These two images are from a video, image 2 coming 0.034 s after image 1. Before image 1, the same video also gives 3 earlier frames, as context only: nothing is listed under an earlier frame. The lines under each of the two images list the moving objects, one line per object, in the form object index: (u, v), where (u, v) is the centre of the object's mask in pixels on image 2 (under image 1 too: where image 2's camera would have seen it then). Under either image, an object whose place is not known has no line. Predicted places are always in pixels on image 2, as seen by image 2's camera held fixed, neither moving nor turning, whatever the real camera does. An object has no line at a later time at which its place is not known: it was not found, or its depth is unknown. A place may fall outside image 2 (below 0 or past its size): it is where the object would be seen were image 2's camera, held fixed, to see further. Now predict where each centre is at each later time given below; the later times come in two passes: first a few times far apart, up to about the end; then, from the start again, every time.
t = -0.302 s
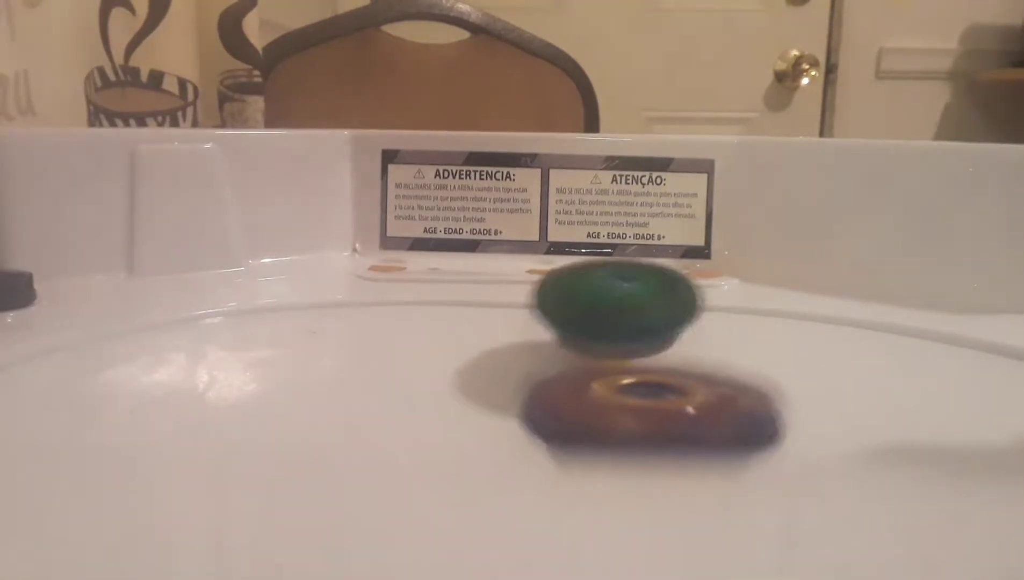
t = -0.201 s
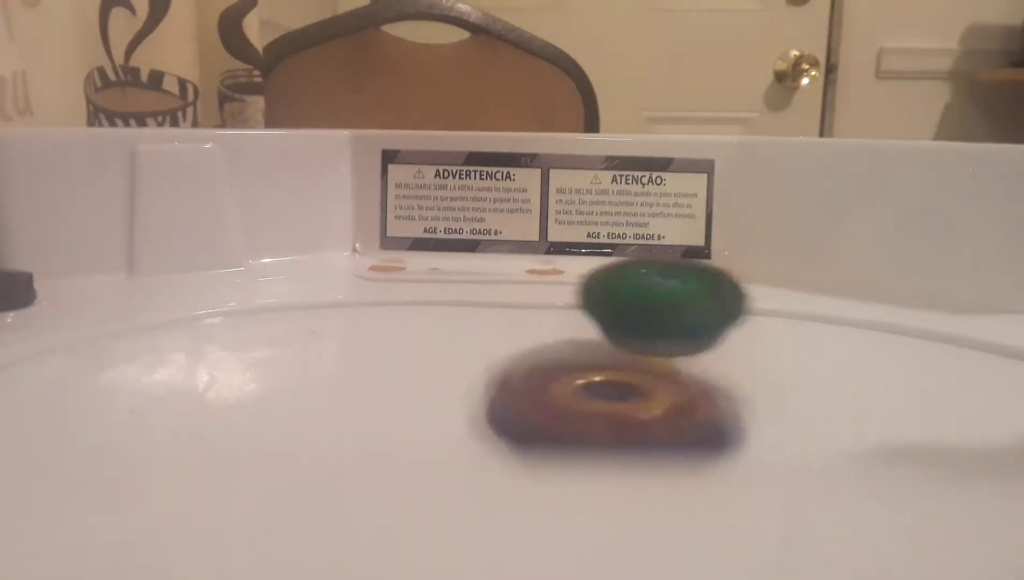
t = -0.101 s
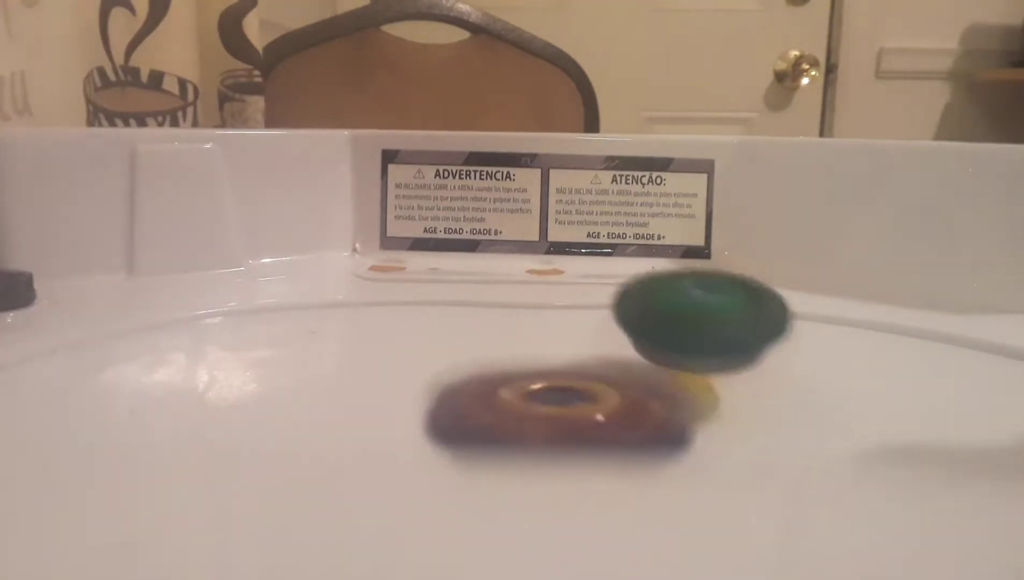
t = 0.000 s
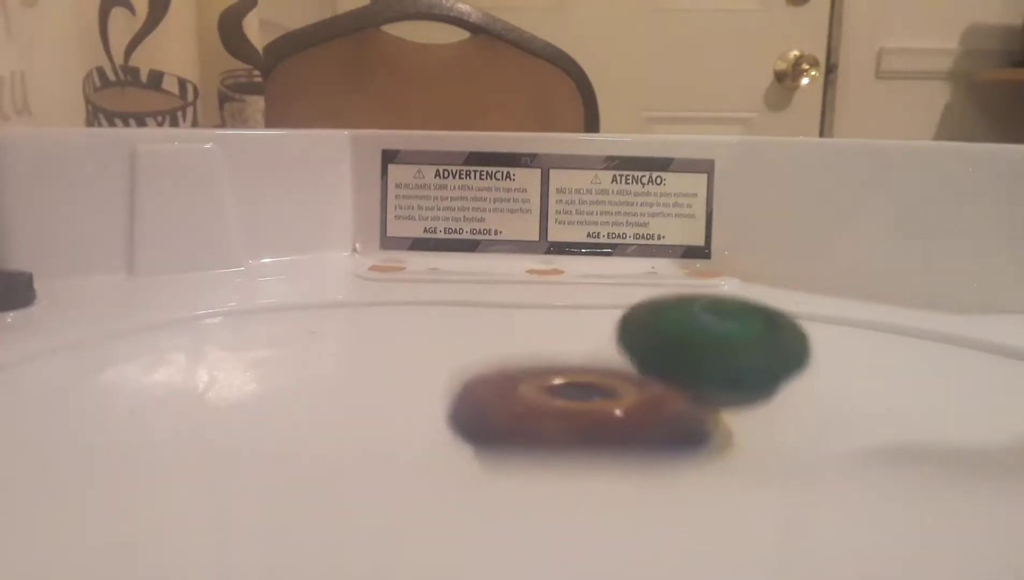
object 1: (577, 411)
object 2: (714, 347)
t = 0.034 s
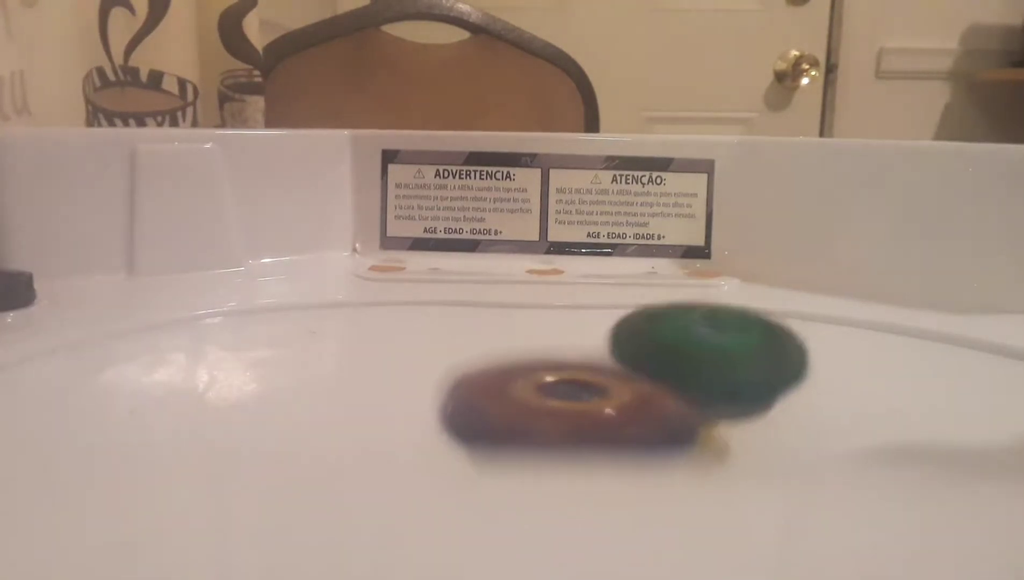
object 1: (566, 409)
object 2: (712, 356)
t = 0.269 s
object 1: (288, 422)
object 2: (731, 392)
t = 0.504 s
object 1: (413, 440)
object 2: (666, 412)
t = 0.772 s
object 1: (460, 420)
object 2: (675, 399)
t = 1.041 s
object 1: (149, 399)
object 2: (735, 391)
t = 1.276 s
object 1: (225, 401)
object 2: (679, 395)
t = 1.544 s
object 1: (403, 373)
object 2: (648, 360)
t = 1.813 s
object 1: (460, 349)
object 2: (760, 357)
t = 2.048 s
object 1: (507, 339)
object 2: (717, 392)
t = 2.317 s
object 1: (483, 336)
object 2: (589, 422)
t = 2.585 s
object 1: (585, 377)
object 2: (354, 416)
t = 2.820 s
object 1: (792, 373)
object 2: (296, 396)
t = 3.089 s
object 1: (807, 353)
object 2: (488, 386)
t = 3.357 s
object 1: (784, 350)
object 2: (401, 384)
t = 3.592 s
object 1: (703, 385)
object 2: (426, 371)
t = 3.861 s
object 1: (732, 424)
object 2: (461, 366)
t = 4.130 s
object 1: (765, 425)
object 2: (510, 393)
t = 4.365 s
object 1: (769, 401)
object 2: (382, 390)
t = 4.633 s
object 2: (371, 371)
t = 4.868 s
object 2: (353, 354)
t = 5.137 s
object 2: (276, 356)
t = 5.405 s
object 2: (89, 304)
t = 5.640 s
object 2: (228, 344)
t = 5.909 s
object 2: (538, 401)
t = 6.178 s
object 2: (390, 375)
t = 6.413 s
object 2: (370, 314)
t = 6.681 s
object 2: (409, 303)
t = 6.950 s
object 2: (236, 263)
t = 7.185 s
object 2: (266, 325)
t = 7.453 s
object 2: (487, 375)
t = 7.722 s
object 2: (593, 310)
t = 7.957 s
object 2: (625, 283)
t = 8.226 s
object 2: (665, 338)
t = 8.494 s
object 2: (813, 405)
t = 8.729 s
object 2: (955, 413)
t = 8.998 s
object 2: (957, 393)
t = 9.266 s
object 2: (778, 397)
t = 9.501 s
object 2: (714, 428)
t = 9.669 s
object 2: (740, 447)
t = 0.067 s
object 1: (545, 407)
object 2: (705, 369)
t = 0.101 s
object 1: (508, 407)
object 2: (698, 379)
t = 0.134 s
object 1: (440, 409)
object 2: (713, 378)
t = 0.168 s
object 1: (387, 410)
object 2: (723, 379)
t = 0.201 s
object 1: (343, 414)
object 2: (728, 383)
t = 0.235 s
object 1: (312, 418)
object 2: (731, 387)
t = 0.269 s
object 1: (288, 422)
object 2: (731, 392)
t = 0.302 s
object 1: (270, 425)
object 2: (729, 396)
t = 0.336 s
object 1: (264, 430)
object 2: (725, 400)
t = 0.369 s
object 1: (278, 434)
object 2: (717, 403)
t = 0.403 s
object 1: (299, 438)
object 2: (707, 404)
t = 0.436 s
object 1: (330, 442)
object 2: (696, 407)
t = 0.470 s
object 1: (370, 441)
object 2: (681, 411)
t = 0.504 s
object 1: (413, 440)
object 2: (666, 412)
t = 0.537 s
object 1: (448, 437)
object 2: (656, 409)
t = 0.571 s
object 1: (484, 436)
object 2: (661, 405)
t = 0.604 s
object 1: (484, 436)
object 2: (672, 404)
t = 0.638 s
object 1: (486, 433)
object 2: (676, 402)
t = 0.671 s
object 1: (482, 430)
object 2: (679, 397)
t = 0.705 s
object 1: (476, 427)
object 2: (679, 398)
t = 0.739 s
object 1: (470, 423)
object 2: (677, 397)
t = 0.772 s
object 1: (460, 420)
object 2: (675, 399)
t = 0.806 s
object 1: (423, 418)
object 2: (689, 396)
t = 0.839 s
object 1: (377, 415)
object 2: (700, 395)
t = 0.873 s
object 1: (332, 413)
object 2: (709, 393)
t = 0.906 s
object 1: (286, 409)
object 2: (716, 391)
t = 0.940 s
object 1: (243, 406)
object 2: (723, 390)
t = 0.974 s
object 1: (204, 404)
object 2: (728, 390)
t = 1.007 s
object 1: (172, 401)
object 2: (732, 390)
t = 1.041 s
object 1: (149, 399)
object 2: (735, 391)
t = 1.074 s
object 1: (140, 399)
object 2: (736, 392)
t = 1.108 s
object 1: (137, 399)
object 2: (733, 393)
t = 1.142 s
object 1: (139, 399)
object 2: (727, 394)
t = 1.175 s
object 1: (146, 402)
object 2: (718, 396)
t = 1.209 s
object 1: (165, 402)
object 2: (706, 395)
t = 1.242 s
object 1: (192, 402)
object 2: (693, 393)
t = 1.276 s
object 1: (225, 401)
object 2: (679, 395)
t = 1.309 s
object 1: (259, 400)
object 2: (663, 392)
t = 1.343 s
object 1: (293, 398)
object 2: (649, 391)
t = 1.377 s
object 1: (328, 395)
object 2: (633, 390)
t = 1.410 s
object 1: (362, 392)
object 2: (616, 385)
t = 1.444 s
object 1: (387, 389)
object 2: (606, 381)
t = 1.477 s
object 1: (391, 385)
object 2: (619, 373)
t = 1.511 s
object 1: (397, 378)
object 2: (633, 366)
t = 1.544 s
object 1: (403, 373)
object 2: (648, 360)
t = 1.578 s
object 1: (408, 367)
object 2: (663, 356)
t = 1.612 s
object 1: (416, 363)
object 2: (679, 353)
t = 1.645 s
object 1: (424, 358)
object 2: (695, 351)
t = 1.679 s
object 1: (433, 353)
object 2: (710, 350)
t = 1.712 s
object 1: (439, 349)
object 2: (724, 350)
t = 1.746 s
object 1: (445, 355)
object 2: (738, 351)
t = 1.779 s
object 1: (452, 352)
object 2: (750, 354)
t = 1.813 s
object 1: (460, 349)
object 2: (760, 357)
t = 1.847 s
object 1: (468, 346)
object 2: (766, 362)
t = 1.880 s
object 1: (476, 343)
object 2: (768, 368)
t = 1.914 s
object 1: (482, 341)
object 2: (766, 372)
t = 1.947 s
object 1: (489, 340)
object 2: (759, 379)
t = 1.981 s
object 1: (495, 339)
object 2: (749, 385)
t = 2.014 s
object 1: (501, 338)
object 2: (734, 389)
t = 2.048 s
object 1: (507, 339)
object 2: (717, 392)
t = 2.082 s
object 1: (513, 340)
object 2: (697, 396)
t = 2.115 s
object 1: (518, 341)
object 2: (676, 398)
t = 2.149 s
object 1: (521, 341)
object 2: (667, 402)
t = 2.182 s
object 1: (516, 336)
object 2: (664, 408)
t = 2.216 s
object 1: (511, 334)
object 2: (663, 409)
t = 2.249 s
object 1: (503, 332)
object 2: (656, 416)
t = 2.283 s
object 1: (495, 332)
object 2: (638, 418)
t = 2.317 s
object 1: (483, 336)
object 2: (589, 422)
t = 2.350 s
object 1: (480, 339)
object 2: (561, 423)
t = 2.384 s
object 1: (479, 342)
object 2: (531, 424)
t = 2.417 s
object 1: (483, 347)
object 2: (501, 425)
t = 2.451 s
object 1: (492, 350)
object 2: (466, 425)
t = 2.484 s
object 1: (505, 357)
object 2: (442, 423)
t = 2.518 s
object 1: (525, 365)
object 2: (420, 421)
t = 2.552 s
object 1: (551, 374)
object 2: (388, 417)
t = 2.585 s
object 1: (585, 377)
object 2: (354, 416)
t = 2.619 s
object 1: (624, 379)
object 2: (328, 413)
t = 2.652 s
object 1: (661, 381)
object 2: (307, 411)
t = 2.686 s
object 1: (691, 382)
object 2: (291, 409)
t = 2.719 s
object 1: (721, 380)
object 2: (284, 405)
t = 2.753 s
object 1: (748, 380)
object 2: (282, 401)
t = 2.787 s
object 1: (772, 377)
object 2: (286, 398)
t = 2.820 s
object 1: (792, 373)
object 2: (296, 396)
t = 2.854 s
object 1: (809, 368)
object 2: (310, 392)
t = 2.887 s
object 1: (821, 364)
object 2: (328, 390)
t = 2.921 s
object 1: (828, 360)
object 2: (351, 387)
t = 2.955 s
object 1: (831, 358)
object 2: (374, 385)
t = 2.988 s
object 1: (829, 356)
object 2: (401, 387)
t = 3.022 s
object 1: (826, 354)
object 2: (429, 386)
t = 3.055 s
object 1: (818, 354)
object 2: (458, 386)
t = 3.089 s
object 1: (807, 353)
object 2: (488, 386)
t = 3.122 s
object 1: (793, 354)
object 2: (517, 386)
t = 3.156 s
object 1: (776, 356)
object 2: (540, 385)
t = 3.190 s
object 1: (768, 356)
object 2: (535, 384)
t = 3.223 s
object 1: (784, 354)
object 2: (488, 388)
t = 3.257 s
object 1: (790, 352)
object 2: (451, 388)
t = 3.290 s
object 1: (789, 350)
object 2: (426, 388)
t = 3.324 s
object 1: (788, 352)
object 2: (411, 388)
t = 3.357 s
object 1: (784, 350)
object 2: (401, 384)
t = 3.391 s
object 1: (776, 352)
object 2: (395, 382)
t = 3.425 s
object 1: (766, 355)
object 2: (392, 381)
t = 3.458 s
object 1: (753, 358)
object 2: (392, 378)
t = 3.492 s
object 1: (740, 364)
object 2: (396, 375)
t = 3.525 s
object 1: (727, 369)
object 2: (403, 373)
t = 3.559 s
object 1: (715, 376)
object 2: (413, 372)
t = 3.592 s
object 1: (703, 385)
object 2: (426, 371)
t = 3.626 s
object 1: (689, 391)
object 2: (441, 372)
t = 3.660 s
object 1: (677, 397)
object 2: (457, 374)
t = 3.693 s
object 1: (681, 402)
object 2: (454, 371)
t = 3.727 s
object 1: (688, 409)
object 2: (449, 369)
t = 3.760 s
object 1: (696, 413)
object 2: (448, 367)
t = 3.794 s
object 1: (707, 417)
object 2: (450, 366)
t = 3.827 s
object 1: (718, 421)
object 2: (454, 365)
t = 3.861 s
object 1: (732, 424)
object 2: (461, 366)
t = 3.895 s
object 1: (745, 426)
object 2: (470, 368)
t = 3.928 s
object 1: (756, 429)
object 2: (479, 371)
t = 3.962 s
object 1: (766, 430)
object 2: (489, 374)
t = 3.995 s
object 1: (774, 430)
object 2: (497, 378)
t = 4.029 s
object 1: (778, 430)
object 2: (504, 382)
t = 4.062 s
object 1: (779, 429)
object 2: (511, 386)
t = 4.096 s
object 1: (774, 427)
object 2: (514, 390)
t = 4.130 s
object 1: (765, 425)
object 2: (510, 393)
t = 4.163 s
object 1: (750, 422)
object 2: (502, 396)
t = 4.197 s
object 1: (753, 420)
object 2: (480, 400)
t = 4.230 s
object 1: (770, 417)
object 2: (445, 400)
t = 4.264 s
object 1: (782, 414)
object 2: (422, 398)
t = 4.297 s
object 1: (786, 410)
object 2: (405, 396)
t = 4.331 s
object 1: (780, 406)
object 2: (392, 393)
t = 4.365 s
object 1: (769, 401)
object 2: (382, 390)
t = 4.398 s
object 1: (756, 398)
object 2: (375, 388)
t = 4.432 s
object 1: (741, 393)
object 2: (371, 386)
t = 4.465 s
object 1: (721, 388)
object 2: (371, 381)
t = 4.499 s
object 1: (695, 380)
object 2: (374, 381)
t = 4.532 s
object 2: (382, 379)
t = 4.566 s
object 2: (392, 378)
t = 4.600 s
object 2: (397, 376)
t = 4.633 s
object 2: (371, 371)
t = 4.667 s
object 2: (353, 367)
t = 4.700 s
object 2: (343, 363)
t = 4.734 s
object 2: (337, 360)
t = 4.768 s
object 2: (335, 357)
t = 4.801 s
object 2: (337, 355)
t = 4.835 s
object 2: (343, 354)
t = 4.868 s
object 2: (353, 354)
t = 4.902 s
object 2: (366, 355)
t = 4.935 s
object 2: (381, 357)
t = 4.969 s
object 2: (397, 361)
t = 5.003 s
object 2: (415, 365)
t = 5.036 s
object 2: (433, 370)
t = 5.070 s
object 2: (445, 374)
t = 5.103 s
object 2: (360, 366)
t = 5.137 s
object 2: (276, 356)
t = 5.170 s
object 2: (208, 344)
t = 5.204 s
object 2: (159, 336)
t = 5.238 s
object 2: (130, 327)
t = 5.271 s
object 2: (107, 318)
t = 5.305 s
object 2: (97, 313)
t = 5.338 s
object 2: (91, 309)
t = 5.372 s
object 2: (89, 305)
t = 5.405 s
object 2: (89, 304)
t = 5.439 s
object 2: (92, 303)
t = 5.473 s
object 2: (101, 305)
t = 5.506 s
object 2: (122, 310)
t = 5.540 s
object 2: (141, 316)
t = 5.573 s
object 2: (167, 325)
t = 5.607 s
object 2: (195, 334)
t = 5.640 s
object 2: (228, 344)
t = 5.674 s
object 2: (261, 353)
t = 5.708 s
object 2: (295, 363)
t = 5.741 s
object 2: (333, 372)
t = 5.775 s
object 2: (374, 382)
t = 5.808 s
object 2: (417, 390)
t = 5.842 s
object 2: (457, 396)
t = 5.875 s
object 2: (502, 401)
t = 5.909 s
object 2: (538, 401)
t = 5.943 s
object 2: (553, 406)
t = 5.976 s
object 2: (549, 410)
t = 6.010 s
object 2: (519, 401)
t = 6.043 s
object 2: (467, 403)
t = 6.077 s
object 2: (430, 398)
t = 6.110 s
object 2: (410, 390)
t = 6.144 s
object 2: (397, 385)
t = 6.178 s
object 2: (390, 375)
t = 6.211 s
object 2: (384, 364)
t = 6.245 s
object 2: (379, 353)
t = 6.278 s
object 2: (374, 344)
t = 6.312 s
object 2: (371, 336)
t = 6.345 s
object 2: (369, 327)
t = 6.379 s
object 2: (370, 320)
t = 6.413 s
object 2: (370, 314)
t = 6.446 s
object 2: (373, 308)
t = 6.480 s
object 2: (378, 304)
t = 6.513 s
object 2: (383, 302)
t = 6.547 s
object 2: (391, 300)
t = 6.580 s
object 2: (402, 301)
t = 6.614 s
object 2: (413, 302)
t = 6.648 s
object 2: (424, 306)
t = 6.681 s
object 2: (409, 303)
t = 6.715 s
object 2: (353, 286)
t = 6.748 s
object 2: (311, 275)
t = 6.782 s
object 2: (282, 265)
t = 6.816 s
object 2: (266, 261)
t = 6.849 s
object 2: (254, 259)
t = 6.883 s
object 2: (246, 258)
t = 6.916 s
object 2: (241, 260)
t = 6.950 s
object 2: (236, 263)
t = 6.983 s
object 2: (233, 268)
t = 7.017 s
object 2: (229, 275)
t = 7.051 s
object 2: (229, 282)
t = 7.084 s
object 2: (232, 292)
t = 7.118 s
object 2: (239, 301)
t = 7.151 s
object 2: (251, 313)
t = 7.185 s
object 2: (266, 325)
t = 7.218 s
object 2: (286, 336)
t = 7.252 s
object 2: (310, 348)
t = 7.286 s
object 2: (335, 369)
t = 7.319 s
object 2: (369, 369)
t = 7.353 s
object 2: (404, 377)
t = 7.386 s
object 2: (435, 384)
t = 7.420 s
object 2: (460, 384)
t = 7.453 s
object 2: (487, 375)
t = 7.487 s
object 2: (493, 377)
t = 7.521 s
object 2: (521, 359)
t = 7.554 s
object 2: (537, 350)
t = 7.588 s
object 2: (552, 342)
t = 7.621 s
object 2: (564, 335)
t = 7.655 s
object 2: (576, 326)
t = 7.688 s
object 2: (584, 319)
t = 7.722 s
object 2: (593, 310)
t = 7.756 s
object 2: (599, 304)
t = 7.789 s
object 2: (605, 298)
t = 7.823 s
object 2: (610, 293)
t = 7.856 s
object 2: (614, 289)
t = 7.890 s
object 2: (619, 286)
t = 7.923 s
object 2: (621, 284)
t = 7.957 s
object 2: (625, 283)
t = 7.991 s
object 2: (628, 284)
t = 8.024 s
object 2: (633, 287)
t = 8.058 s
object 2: (637, 292)
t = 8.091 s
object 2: (642, 298)
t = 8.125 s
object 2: (648, 306)
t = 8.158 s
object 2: (653, 315)
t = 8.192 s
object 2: (660, 325)
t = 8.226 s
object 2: (665, 338)
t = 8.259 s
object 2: (675, 350)
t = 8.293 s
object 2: (684, 361)
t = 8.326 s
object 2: (695, 372)
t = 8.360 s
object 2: (709, 382)
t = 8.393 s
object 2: (724, 389)
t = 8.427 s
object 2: (742, 398)
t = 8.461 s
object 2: (781, 402)
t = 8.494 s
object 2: (813, 405)
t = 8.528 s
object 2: (842, 409)
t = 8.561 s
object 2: (871, 410)
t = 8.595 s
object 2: (899, 408)
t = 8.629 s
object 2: (917, 412)
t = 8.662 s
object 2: (933, 413)
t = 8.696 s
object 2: (944, 412)
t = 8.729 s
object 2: (955, 413)
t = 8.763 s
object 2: (964, 411)
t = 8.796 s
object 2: (970, 408)
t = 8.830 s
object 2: (973, 407)
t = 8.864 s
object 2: (977, 403)
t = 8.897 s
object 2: (975, 401)
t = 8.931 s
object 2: (973, 397)
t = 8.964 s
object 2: (966, 398)
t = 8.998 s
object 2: (957, 393)
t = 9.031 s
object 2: (948, 394)
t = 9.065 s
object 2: (935, 391)
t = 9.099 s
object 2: (922, 391)
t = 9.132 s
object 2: (899, 390)
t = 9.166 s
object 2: (872, 394)
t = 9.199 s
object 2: (840, 394)
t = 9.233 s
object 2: (809, 396)
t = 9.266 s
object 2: (778, 397)
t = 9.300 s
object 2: (746, 399)
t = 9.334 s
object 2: (716, 399)
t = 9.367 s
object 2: (717, 410)
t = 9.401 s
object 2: (722, 414)
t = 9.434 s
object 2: (718, 418)
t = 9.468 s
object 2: (714, 424)
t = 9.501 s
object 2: (714, 428)
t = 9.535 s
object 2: (710, 431)
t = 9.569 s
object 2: (717, 436)
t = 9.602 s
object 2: (720, 440)
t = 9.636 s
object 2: (733, 444)
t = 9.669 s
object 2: (740, 447)
